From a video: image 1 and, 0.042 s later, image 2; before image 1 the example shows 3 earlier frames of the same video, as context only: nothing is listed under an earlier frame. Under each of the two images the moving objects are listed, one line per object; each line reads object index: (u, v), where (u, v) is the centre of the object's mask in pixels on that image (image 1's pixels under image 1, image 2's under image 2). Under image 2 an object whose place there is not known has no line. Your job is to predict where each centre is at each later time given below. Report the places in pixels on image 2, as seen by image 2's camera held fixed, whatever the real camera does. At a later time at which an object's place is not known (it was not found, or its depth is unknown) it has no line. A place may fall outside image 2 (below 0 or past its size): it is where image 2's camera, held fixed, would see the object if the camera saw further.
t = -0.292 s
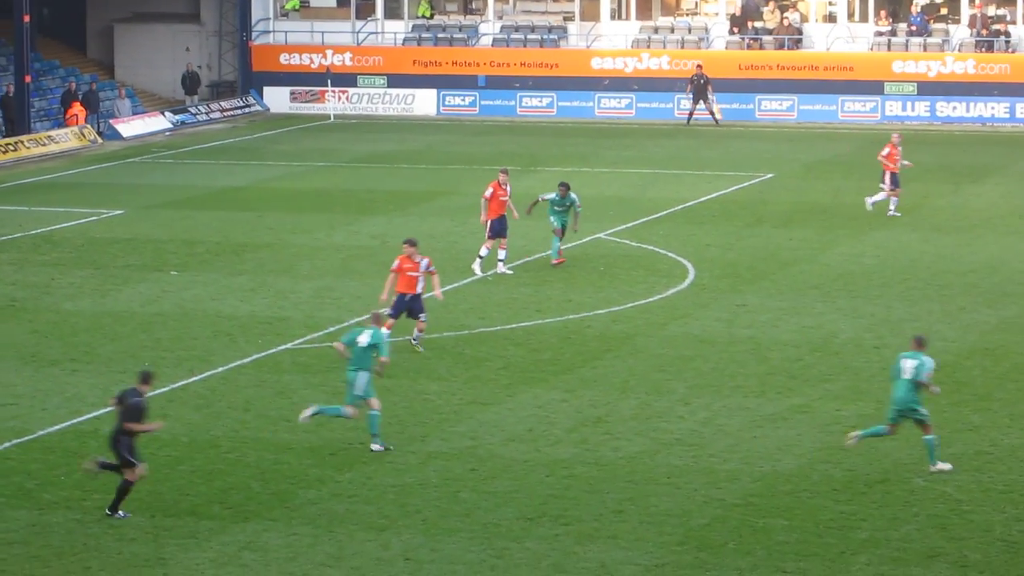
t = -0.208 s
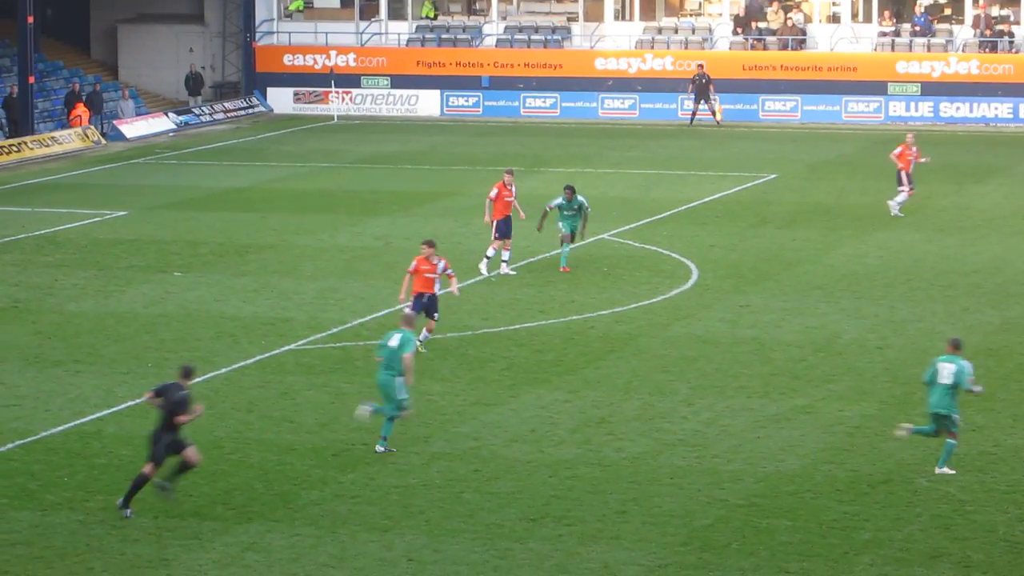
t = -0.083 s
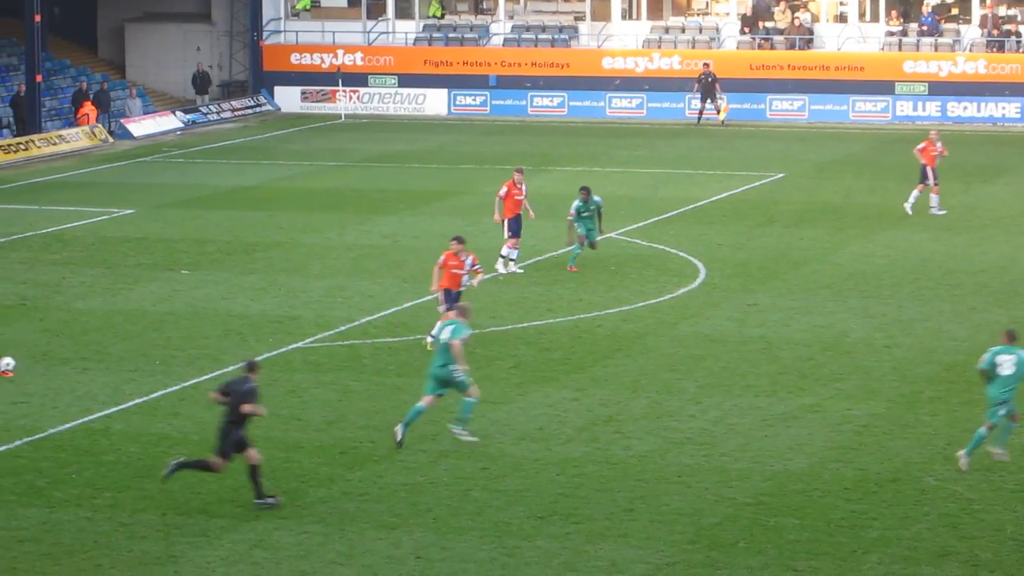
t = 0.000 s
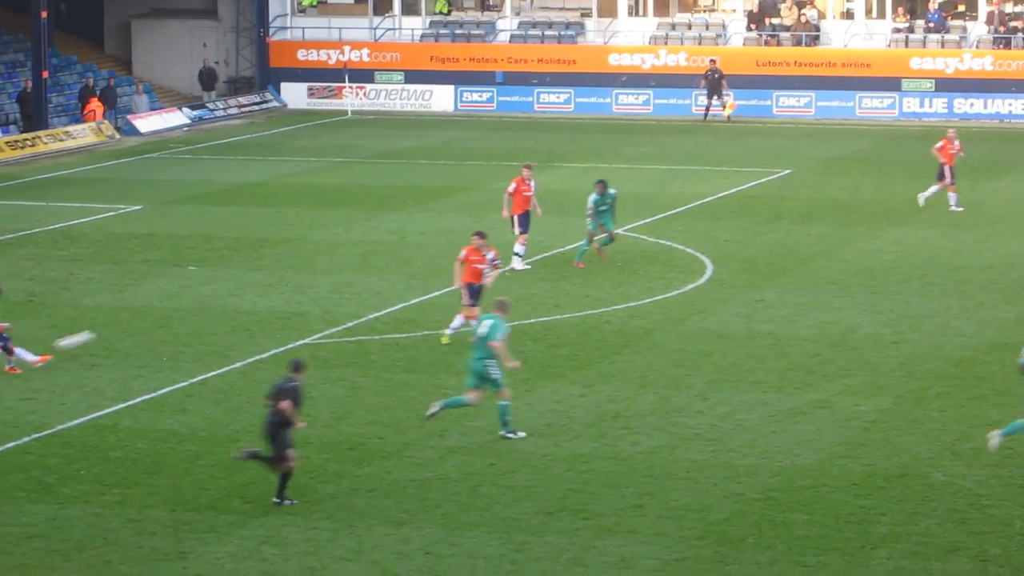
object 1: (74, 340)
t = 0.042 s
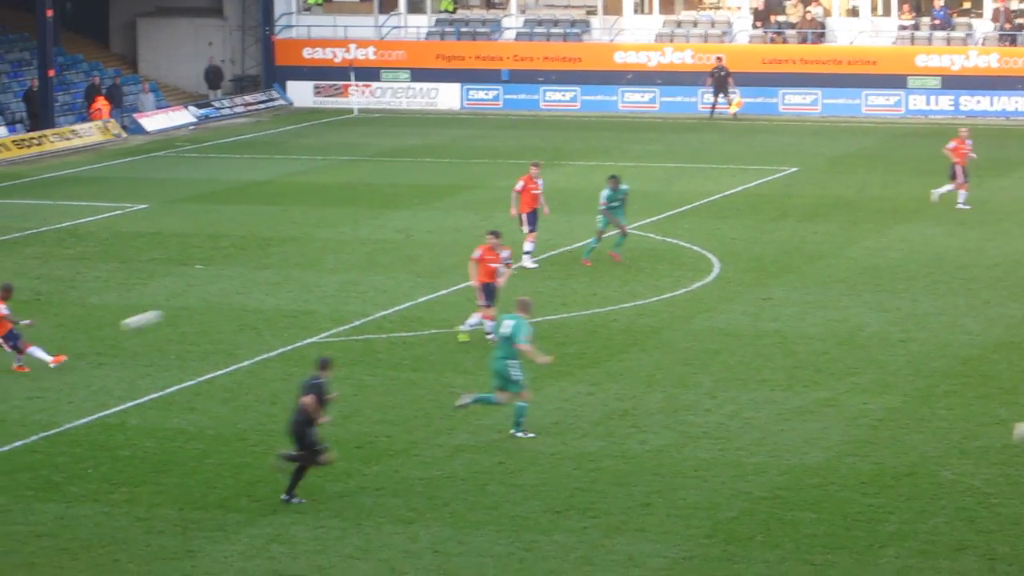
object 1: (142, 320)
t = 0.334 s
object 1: (558, 185)
